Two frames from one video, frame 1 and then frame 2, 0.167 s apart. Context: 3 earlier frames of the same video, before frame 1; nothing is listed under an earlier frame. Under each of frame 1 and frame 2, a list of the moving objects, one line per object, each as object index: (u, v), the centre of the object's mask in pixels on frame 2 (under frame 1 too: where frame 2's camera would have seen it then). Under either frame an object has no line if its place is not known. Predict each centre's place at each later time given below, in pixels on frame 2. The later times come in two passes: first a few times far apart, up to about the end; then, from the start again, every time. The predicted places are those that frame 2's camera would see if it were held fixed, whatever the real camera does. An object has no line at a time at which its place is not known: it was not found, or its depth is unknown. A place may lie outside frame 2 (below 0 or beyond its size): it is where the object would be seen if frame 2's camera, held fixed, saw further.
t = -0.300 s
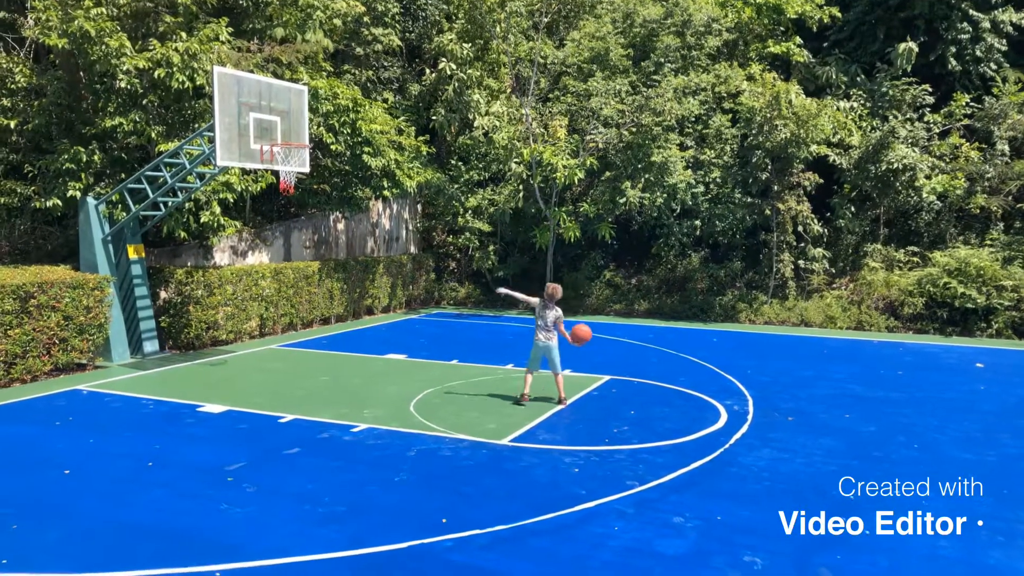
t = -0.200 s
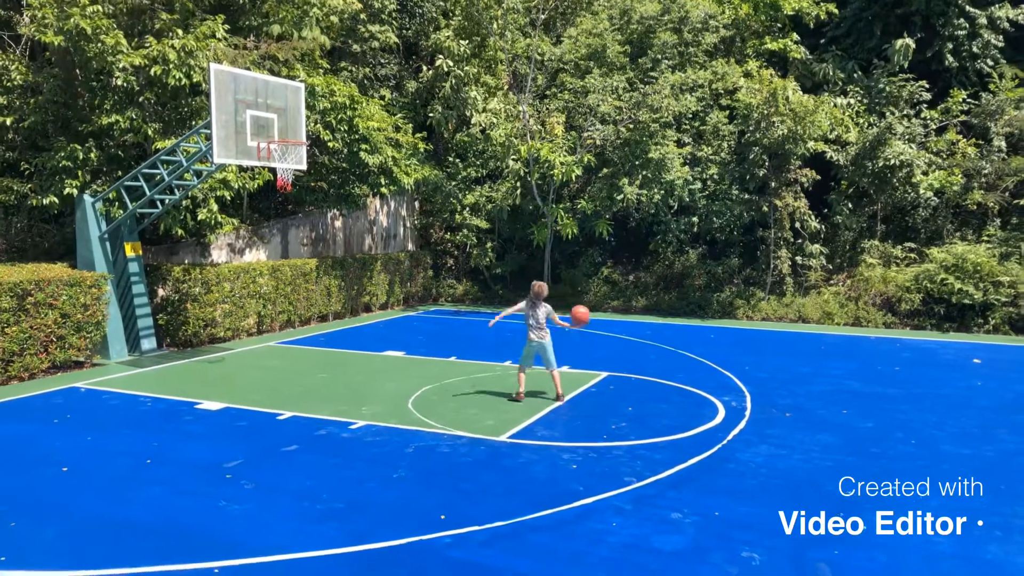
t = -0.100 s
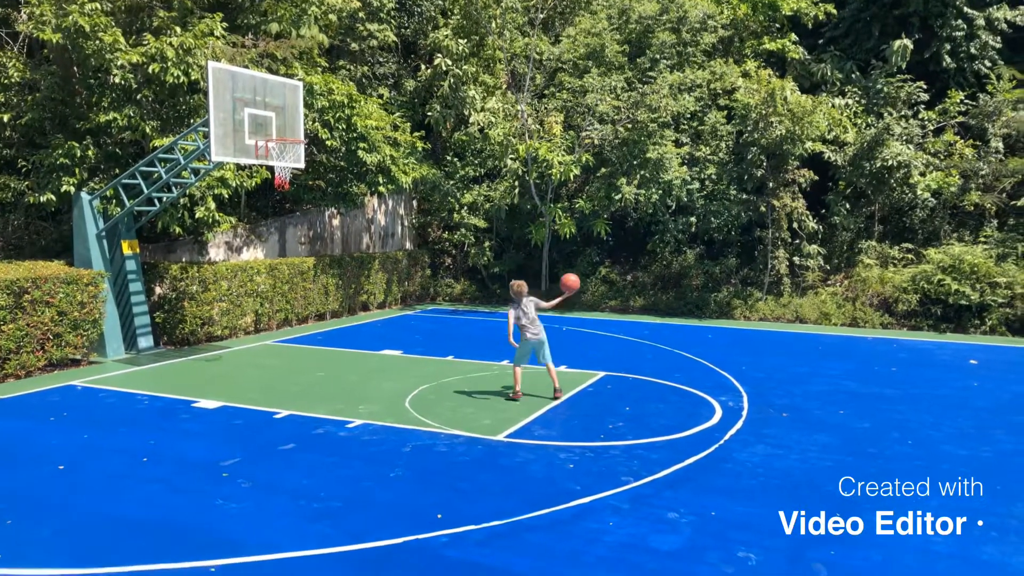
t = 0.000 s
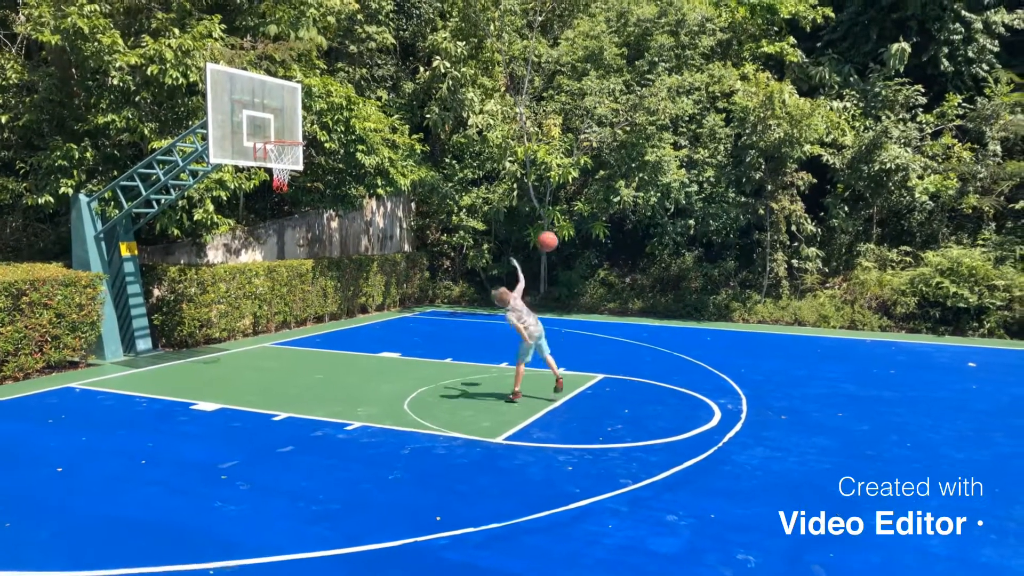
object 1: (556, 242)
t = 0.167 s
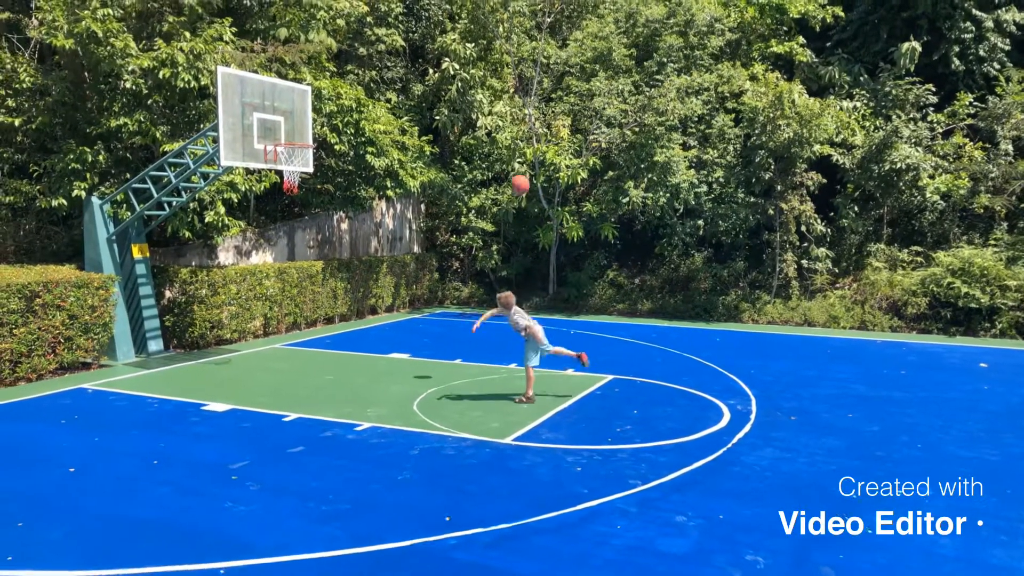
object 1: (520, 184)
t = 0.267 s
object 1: (499, 161)
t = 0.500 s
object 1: (452, 139)
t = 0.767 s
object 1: (403, 166)
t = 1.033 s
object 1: (358, 238)
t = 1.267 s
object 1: (321, 335)
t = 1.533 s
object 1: (309, 278)
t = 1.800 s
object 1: (302, 223)
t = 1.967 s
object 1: (298, 218)
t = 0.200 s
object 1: (513, 175)
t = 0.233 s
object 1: (506, 168)
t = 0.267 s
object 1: (499, 161)
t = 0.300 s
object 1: (492, 155)
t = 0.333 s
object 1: (486, 151)
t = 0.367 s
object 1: (478, 147)
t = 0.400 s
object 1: (472, 144)
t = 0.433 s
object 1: (466, 141)
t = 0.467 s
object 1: (458, 140)
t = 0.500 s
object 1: (452, 139)
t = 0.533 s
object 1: (445, 141)
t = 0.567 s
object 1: (439, 141)
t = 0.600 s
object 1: (434, 143)
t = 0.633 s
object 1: (427, 147)
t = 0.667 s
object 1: (422, 150)
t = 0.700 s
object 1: (415, 155)
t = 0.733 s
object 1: (409, 159)
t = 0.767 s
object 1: (403, 166)
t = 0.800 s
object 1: (398, 173)
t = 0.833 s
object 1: (391, 180)
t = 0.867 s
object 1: (386, 187)
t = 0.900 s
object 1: (380, 197)
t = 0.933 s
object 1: (374, 205)
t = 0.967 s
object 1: (369, 216)
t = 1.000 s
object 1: (363, 226)
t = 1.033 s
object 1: (358, 238)
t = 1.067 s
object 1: (353, 249)
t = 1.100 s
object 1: (347, 263)
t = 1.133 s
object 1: (342, 275)
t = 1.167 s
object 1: (338, 290)
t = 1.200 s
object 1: (333, 304)
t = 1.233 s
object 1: (327, 320)
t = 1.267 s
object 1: (321, 335)
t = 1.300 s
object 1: (316, 351)
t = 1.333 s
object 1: (314, 349)
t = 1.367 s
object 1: (313, 334)
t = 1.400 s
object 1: (312, 322)
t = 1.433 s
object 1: (312, 309)
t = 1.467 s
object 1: (311, 297)
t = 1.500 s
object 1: (310, 287)
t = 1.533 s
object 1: (309, 278)
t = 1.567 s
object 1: (308, 267)
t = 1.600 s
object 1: (307, 259)
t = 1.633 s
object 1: (306, 251)
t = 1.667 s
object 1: (305, 245)
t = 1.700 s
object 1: (304, 238)
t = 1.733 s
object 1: (303, 232)
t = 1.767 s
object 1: (302, 227)
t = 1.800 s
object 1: (302, 223)
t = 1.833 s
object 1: (301, 221)
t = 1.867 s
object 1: (300, 219)
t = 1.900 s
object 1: (299, 218)
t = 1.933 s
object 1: (299, 218)
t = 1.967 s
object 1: (298, 218)
